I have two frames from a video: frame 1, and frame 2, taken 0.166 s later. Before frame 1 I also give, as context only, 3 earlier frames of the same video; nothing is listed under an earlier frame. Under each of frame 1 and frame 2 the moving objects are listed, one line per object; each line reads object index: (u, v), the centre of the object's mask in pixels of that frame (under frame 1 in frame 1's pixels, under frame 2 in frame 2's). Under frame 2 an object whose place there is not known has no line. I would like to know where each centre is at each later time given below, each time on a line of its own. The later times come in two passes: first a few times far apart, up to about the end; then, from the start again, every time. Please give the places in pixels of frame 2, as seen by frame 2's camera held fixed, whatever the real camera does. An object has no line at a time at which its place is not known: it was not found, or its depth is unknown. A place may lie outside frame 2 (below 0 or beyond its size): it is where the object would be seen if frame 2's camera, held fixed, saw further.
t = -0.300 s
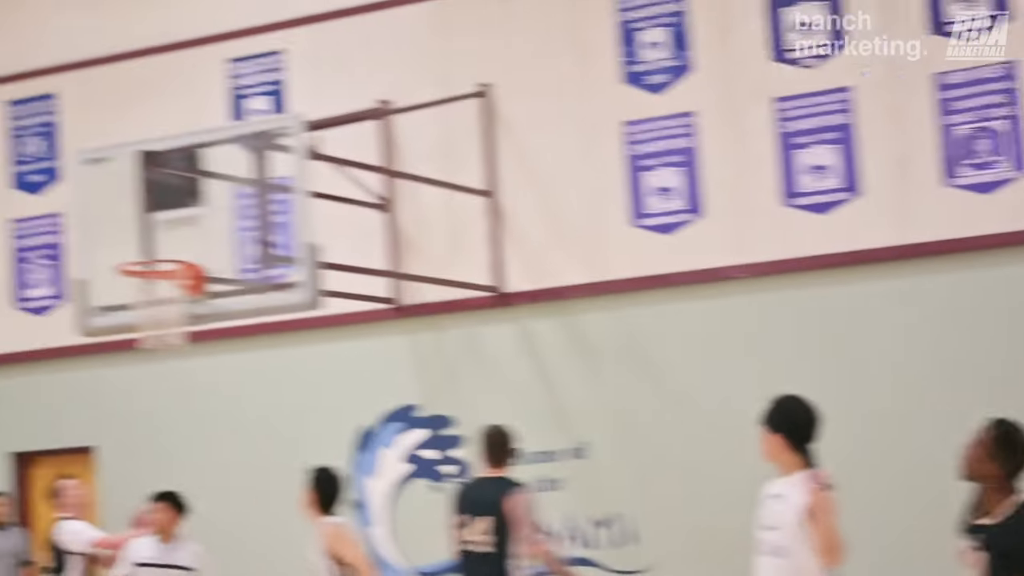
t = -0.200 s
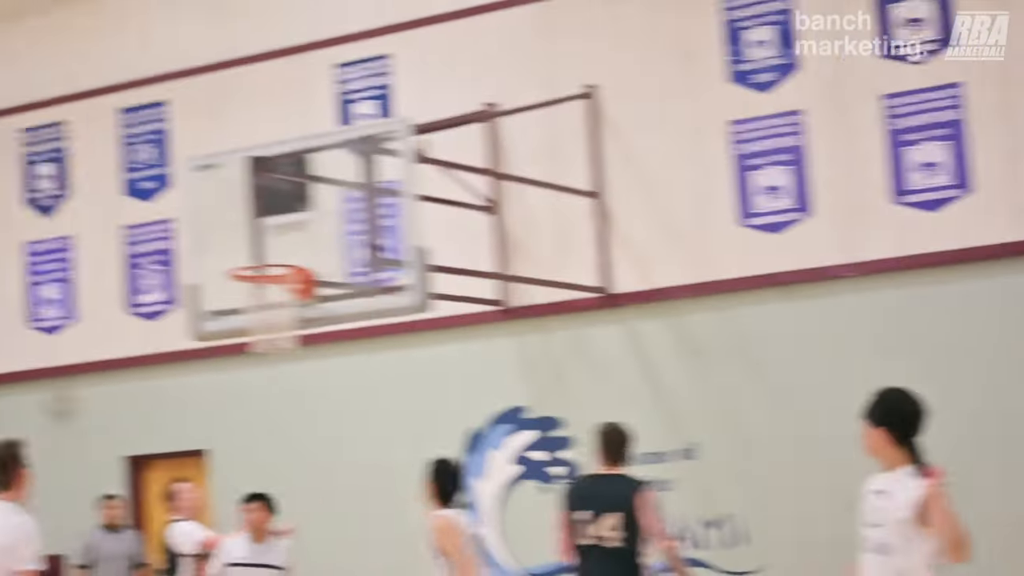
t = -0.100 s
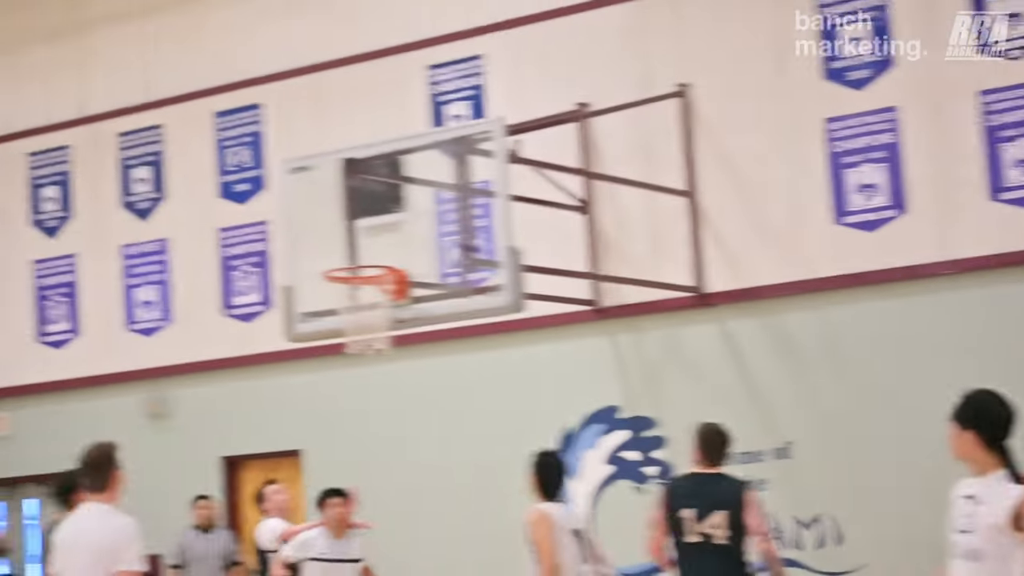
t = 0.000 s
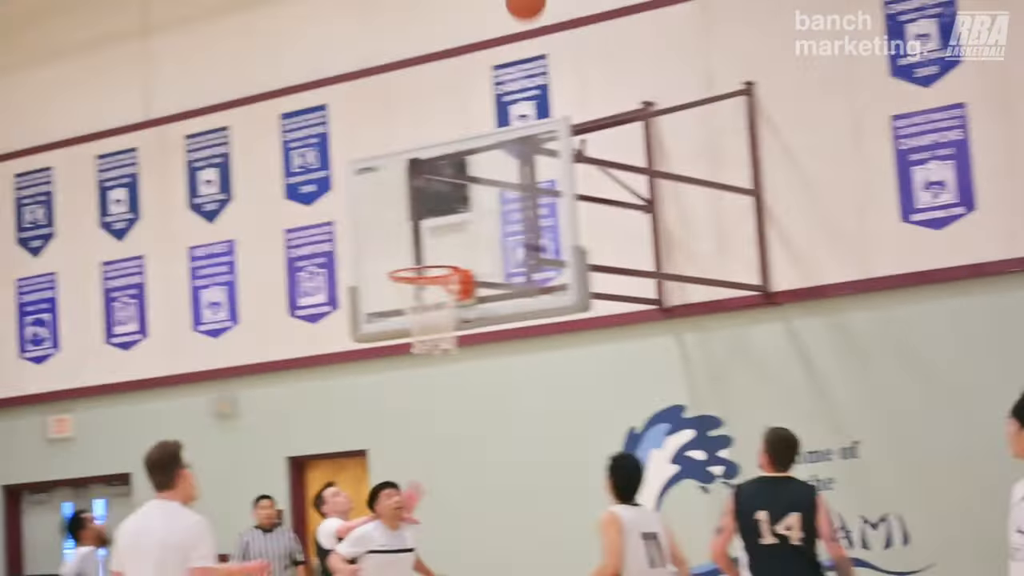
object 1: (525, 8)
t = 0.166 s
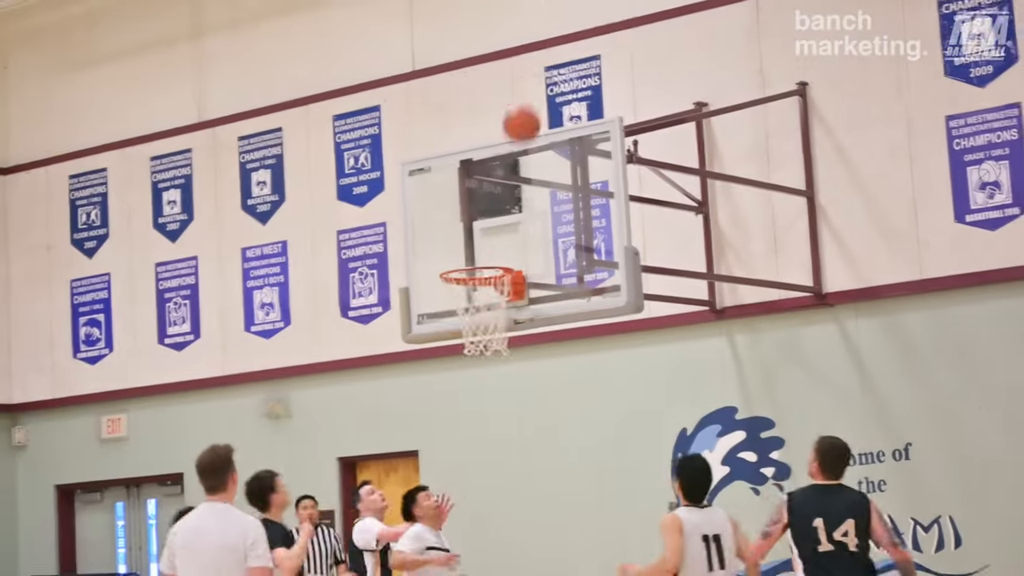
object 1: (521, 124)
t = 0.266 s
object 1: (491, 208)
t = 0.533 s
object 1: (455, 317)
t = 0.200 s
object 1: (511, 153)
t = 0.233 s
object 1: (500, 181)
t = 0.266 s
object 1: (491, 208)
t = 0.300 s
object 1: (481, 239)
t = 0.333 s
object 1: (470, 266)
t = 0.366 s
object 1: (461, 303)
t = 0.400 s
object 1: (455, 314)
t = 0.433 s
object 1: (455, 317)
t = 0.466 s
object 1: (455, 315)
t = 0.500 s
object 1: (455, 316)
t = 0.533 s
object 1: (455, 317)
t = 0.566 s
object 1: (455, 320)
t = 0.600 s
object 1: (455, 325)
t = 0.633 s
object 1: (455, 332)
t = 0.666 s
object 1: (455, 339)
